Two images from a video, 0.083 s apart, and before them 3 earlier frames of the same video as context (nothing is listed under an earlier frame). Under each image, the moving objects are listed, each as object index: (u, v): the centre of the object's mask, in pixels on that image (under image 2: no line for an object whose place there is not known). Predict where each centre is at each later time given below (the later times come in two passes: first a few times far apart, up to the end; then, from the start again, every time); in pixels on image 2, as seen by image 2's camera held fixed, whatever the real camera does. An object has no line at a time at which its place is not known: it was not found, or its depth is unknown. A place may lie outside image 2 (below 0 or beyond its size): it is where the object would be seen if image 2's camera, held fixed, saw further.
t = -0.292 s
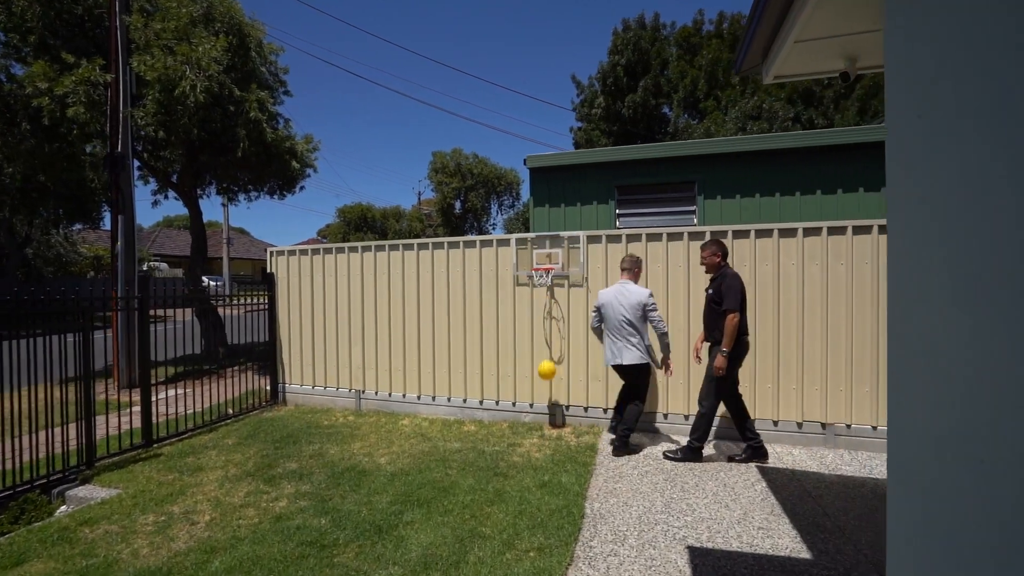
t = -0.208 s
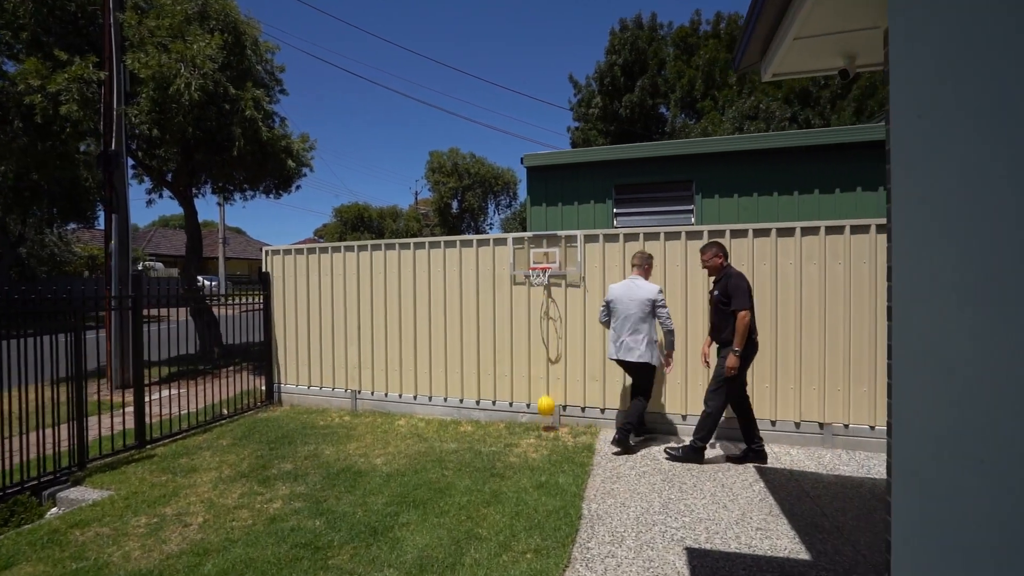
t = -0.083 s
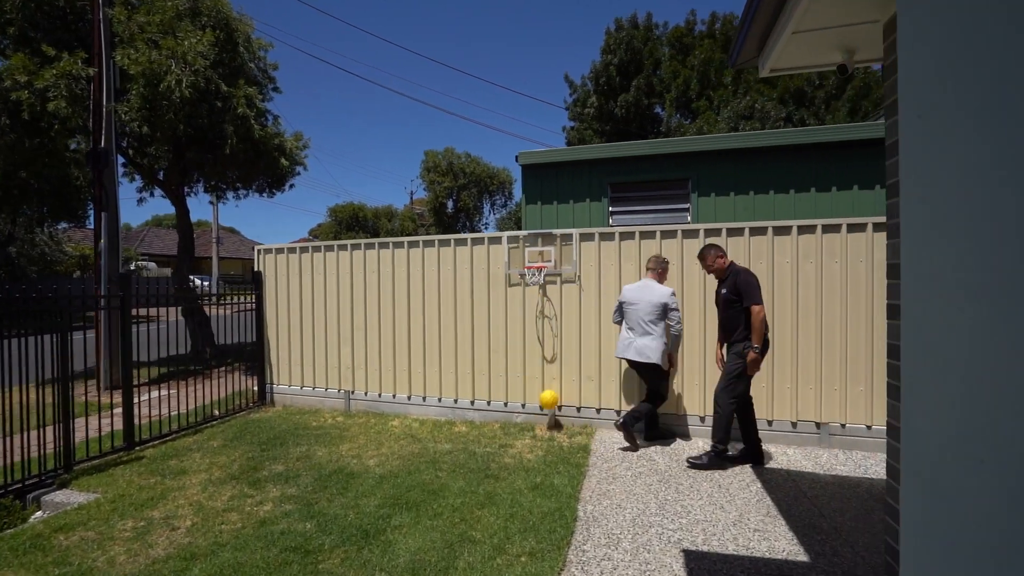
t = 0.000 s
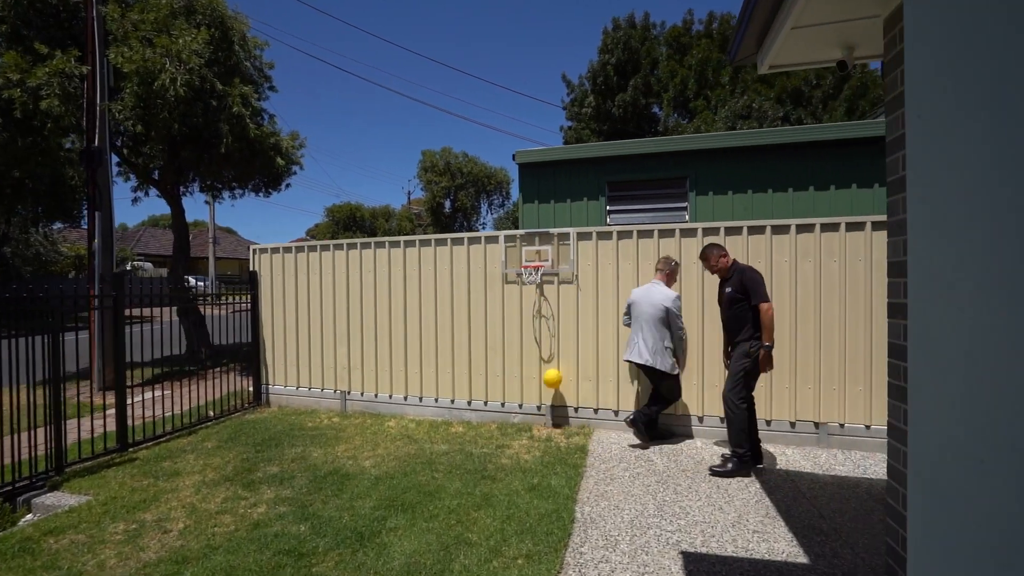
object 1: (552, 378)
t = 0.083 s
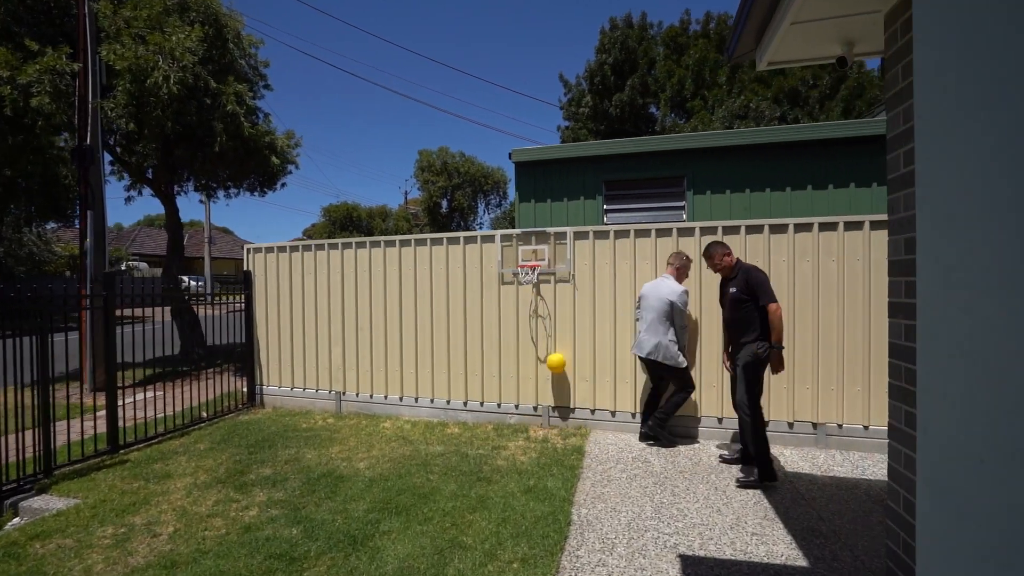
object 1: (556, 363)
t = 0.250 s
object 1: (564, 355)
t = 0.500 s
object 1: (572, 397)
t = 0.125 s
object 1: (559, 358)
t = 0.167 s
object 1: (562, 355)
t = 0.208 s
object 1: (564, 354)
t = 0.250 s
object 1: (564, 355)
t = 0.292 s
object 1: (566, 357)
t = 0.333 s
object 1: (567, 362)
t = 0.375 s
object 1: (569, 369)
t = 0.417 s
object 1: (570, 376)
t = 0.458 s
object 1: (571, 386)
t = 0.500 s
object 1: (572, 397)
